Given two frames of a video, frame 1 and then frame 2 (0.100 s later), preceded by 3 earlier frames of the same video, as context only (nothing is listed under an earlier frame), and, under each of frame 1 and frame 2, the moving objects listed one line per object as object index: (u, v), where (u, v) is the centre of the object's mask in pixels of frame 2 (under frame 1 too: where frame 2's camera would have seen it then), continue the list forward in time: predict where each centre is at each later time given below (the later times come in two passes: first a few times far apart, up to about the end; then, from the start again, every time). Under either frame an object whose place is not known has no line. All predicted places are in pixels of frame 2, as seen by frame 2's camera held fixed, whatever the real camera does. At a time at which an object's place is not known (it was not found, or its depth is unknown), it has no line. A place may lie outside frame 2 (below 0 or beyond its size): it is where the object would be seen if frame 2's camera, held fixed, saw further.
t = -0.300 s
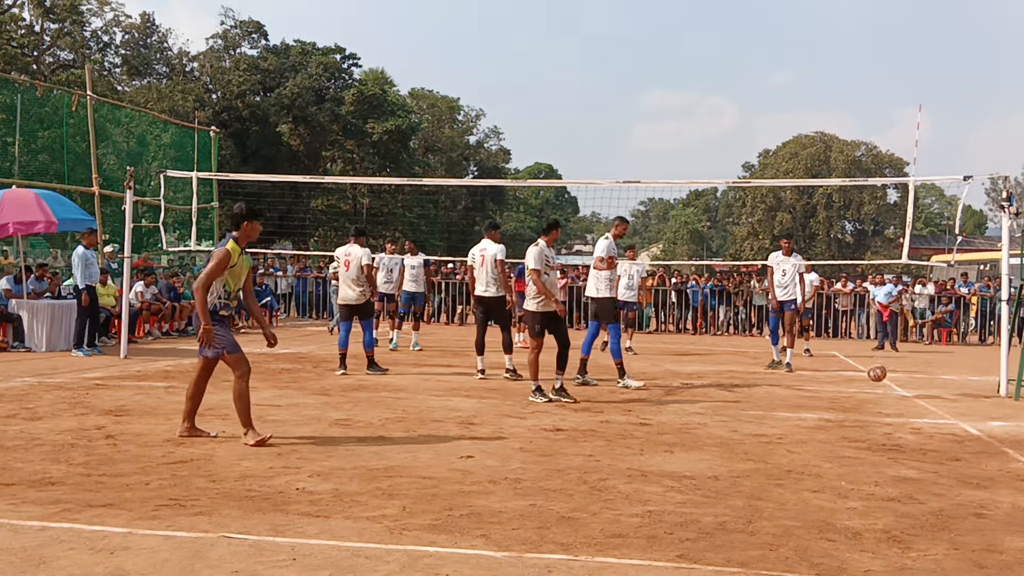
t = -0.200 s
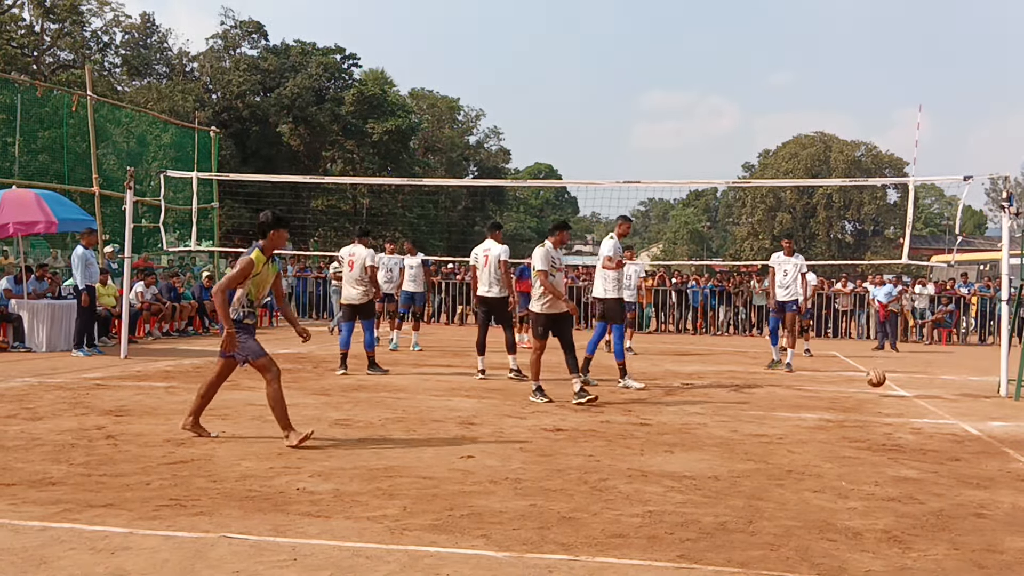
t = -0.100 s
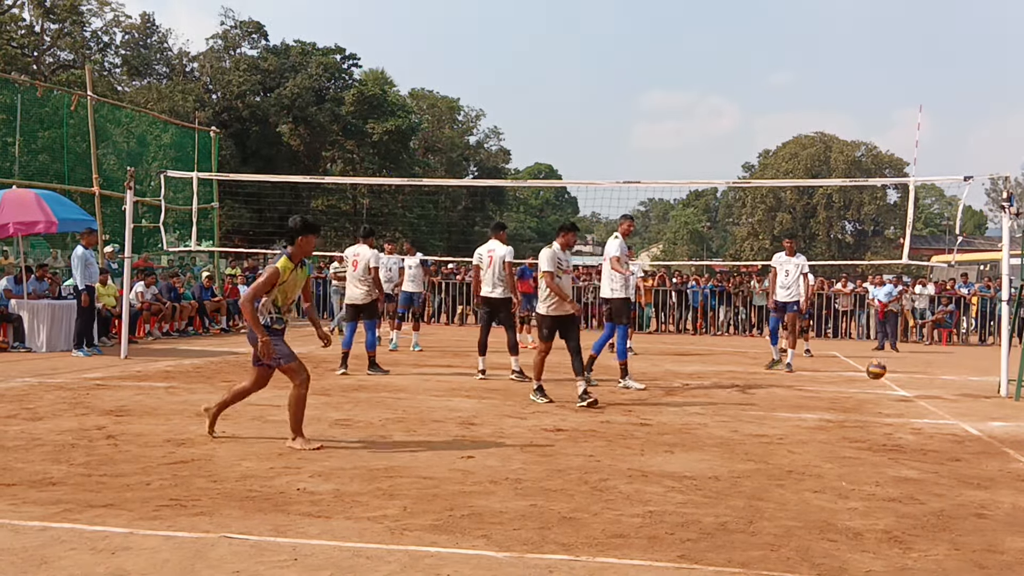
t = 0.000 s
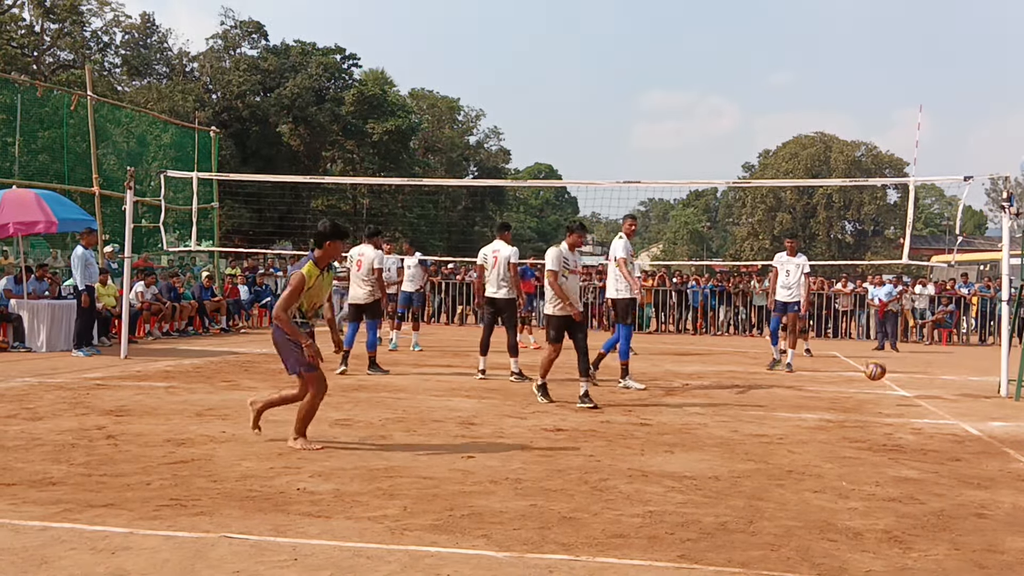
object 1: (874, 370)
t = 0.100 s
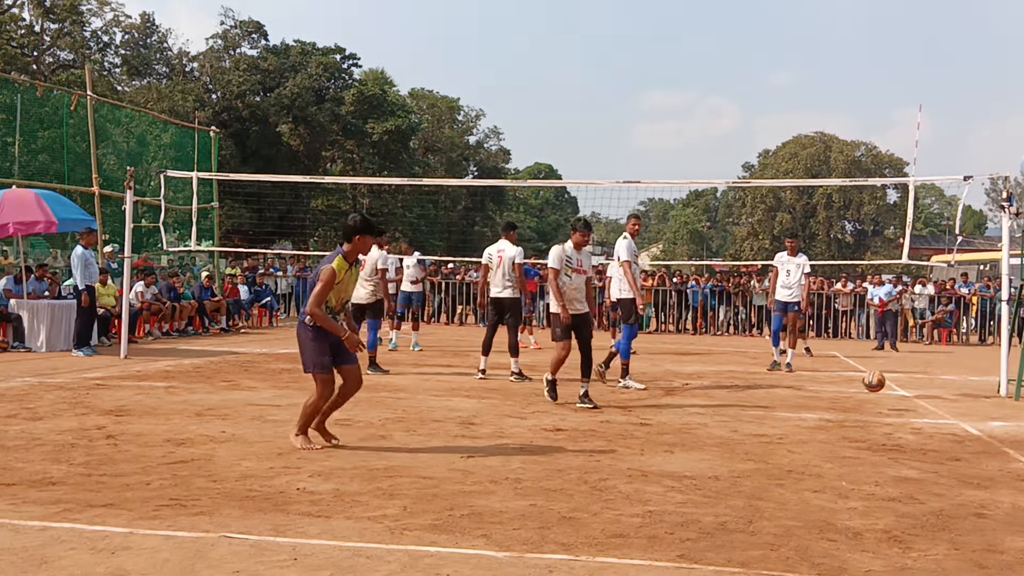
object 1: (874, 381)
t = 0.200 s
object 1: (872, 404)
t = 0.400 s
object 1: (872, 391)
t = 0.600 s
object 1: (870, 426)
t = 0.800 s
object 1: (869, 426)
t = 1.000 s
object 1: (868, 457)
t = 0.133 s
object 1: (874, 387)
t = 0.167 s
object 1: (873, 395)
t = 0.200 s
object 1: (872, 404)
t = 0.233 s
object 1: (872, 400)
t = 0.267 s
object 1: (873, 396)
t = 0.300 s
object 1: (872, 393)
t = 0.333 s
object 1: (872, 391)
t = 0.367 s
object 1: (872, 390)
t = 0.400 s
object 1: (872, 391)
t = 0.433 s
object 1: (872, 393)
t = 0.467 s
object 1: (871, 396)
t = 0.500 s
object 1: (871, 402)
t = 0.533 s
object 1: (871, 407)
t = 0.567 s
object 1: (871, 416)
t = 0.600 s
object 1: (870, 426)
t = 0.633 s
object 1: (870, 428)
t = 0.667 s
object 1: (870, 424)
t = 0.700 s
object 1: (870, 423)
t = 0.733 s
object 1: (870, 422)
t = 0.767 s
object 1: (869, 424)
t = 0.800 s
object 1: (869, 426)
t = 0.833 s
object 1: (869, 431)
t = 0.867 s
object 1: (868, 438)
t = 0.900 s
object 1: (868, 447)
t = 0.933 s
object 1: (868, 458)
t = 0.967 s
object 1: (868, 458)
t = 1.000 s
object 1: (868, 457)
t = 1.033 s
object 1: (868, 458)
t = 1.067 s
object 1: (868, 461)
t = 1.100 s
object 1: (868, 467)
